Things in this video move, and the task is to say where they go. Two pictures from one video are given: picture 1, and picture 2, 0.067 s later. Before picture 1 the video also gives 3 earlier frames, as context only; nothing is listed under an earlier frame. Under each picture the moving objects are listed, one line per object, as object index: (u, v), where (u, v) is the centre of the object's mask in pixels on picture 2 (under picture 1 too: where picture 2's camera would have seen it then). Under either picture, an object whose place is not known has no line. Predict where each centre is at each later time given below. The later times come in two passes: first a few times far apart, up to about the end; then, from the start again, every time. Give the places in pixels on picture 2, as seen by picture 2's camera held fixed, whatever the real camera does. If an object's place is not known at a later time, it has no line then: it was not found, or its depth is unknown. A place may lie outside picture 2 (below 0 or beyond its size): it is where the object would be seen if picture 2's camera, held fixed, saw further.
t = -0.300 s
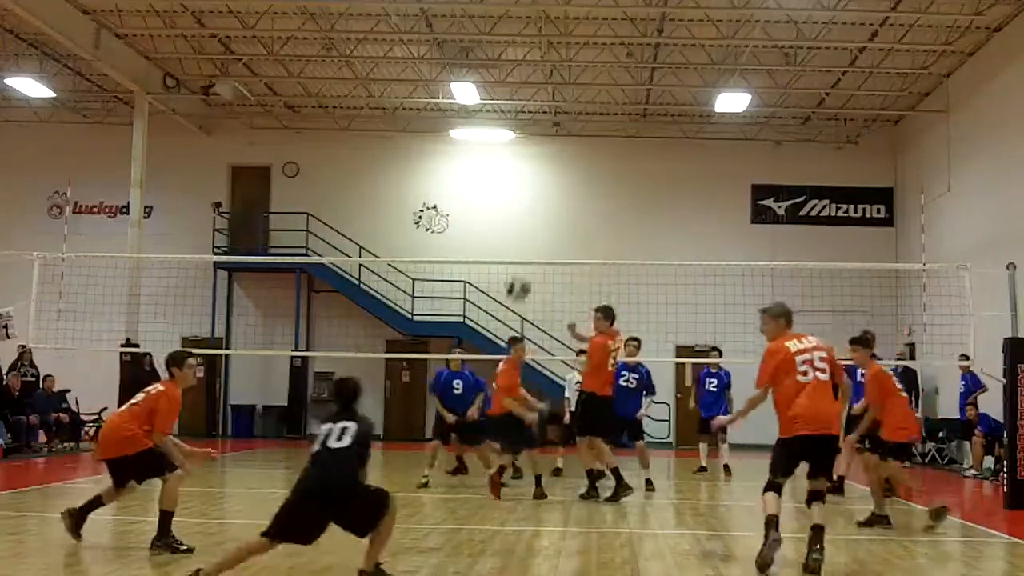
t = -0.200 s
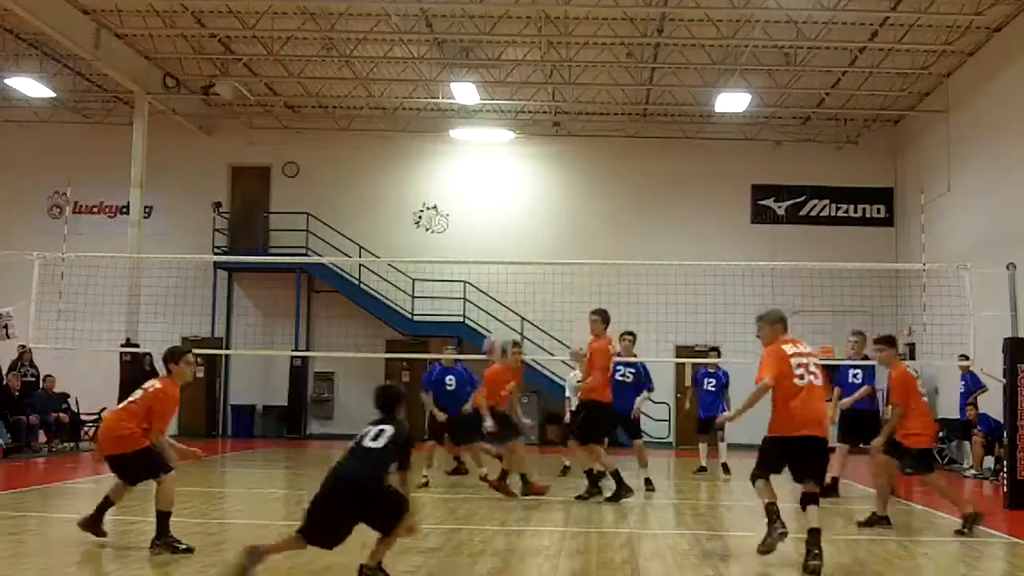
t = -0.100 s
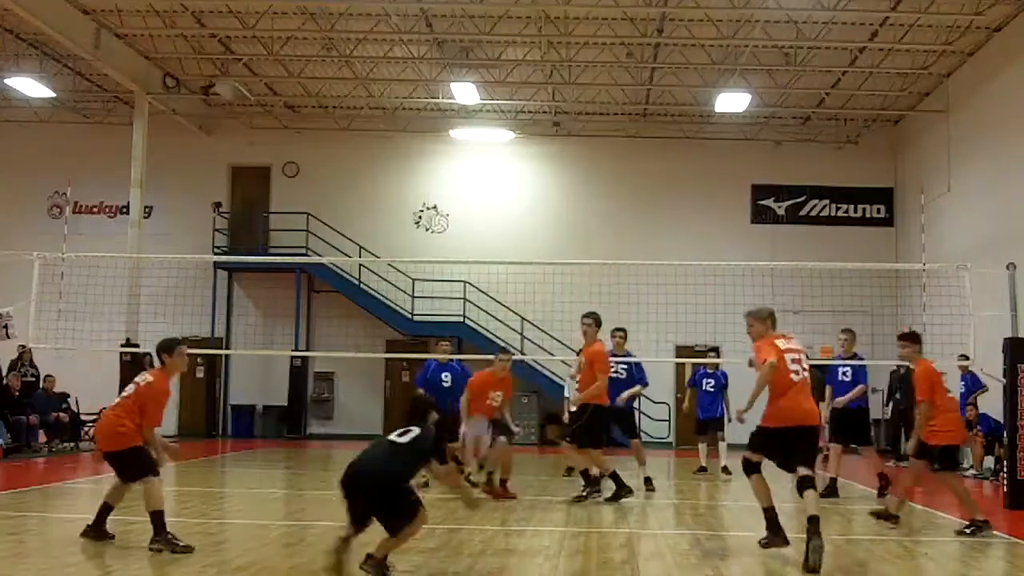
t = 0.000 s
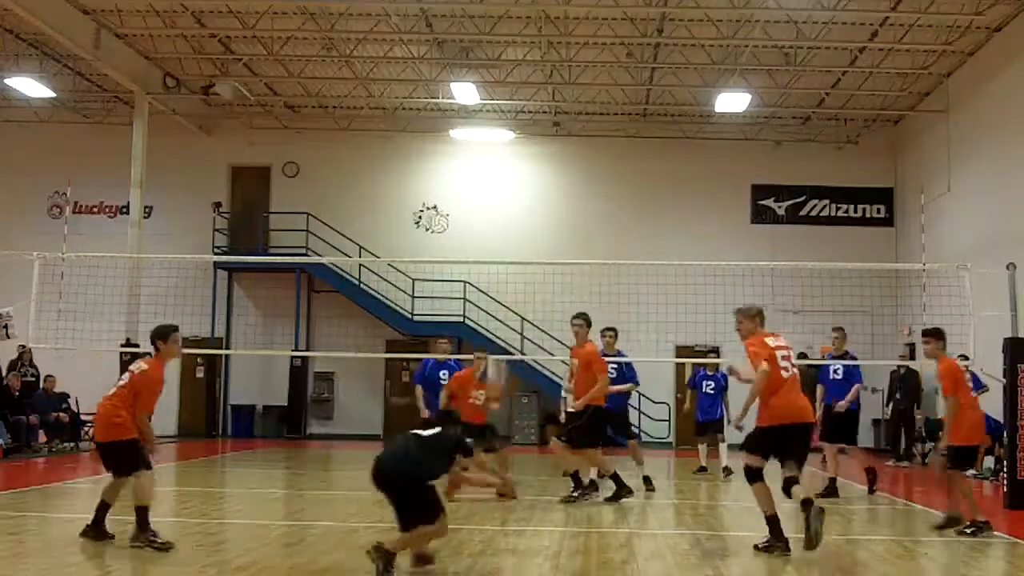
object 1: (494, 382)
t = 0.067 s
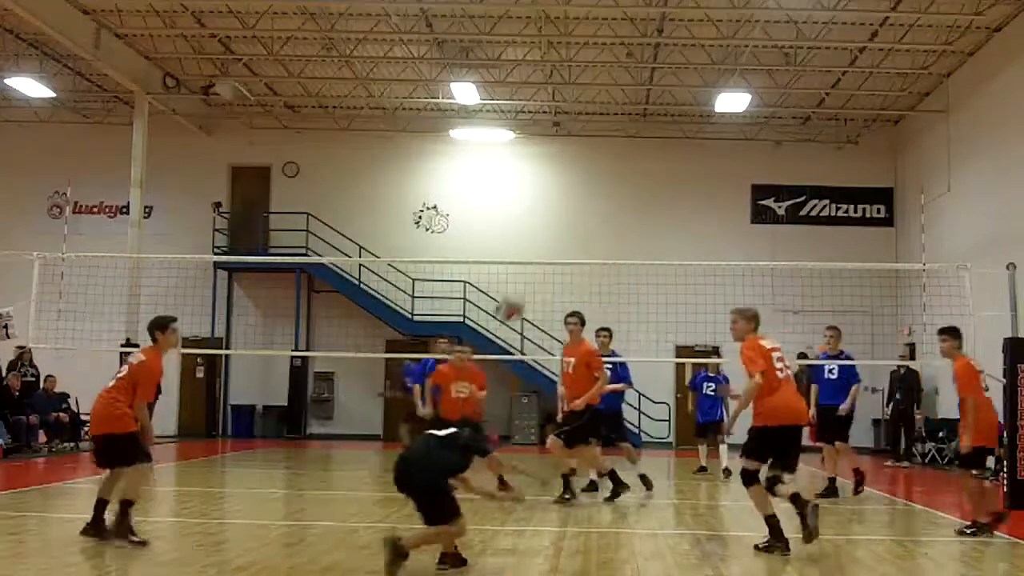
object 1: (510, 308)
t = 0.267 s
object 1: (553, 161)
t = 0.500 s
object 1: (596, 71)
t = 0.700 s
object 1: (625, 55)
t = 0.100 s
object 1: (517, 279)
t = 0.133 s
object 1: (525, 251)
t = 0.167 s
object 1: (533, 225)
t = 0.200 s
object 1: (540, 203)
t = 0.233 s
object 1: (545, 183)
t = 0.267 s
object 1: (553, 161)
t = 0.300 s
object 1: (561, 140)
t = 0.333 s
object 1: (566, 126)
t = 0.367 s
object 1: (573, 113)
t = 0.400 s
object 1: (579, 100)
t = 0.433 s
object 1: (585, 88)
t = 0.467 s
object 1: (590, 80)
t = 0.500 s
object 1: (596, 71)
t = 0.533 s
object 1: (601, 65)
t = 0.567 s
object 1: (606, 61)
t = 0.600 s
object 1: (610, 58)
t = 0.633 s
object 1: (613, 57)
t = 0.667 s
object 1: (620, 54)
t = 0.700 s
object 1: (625, 55)
